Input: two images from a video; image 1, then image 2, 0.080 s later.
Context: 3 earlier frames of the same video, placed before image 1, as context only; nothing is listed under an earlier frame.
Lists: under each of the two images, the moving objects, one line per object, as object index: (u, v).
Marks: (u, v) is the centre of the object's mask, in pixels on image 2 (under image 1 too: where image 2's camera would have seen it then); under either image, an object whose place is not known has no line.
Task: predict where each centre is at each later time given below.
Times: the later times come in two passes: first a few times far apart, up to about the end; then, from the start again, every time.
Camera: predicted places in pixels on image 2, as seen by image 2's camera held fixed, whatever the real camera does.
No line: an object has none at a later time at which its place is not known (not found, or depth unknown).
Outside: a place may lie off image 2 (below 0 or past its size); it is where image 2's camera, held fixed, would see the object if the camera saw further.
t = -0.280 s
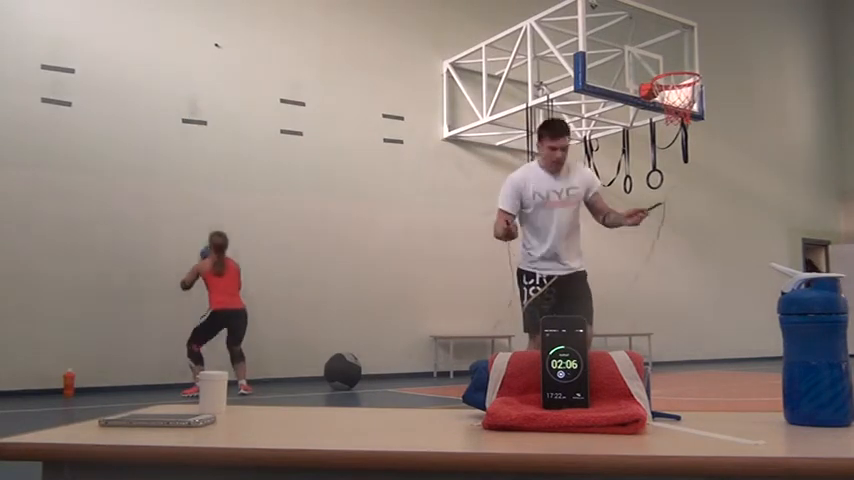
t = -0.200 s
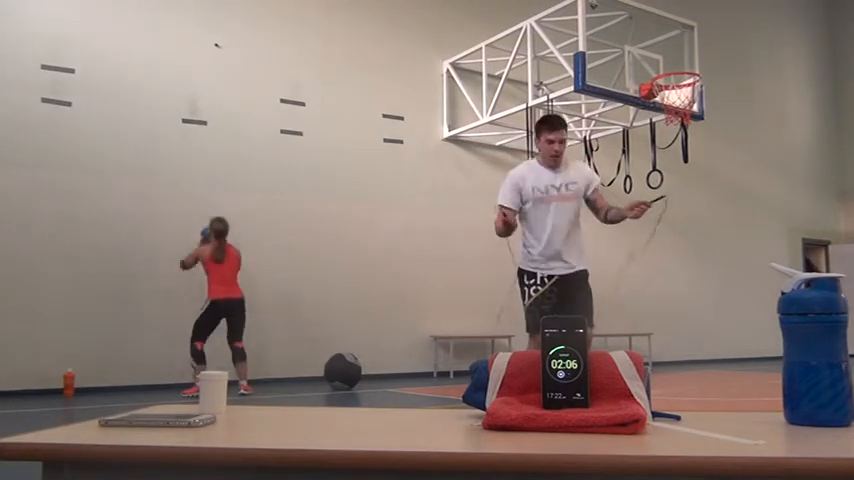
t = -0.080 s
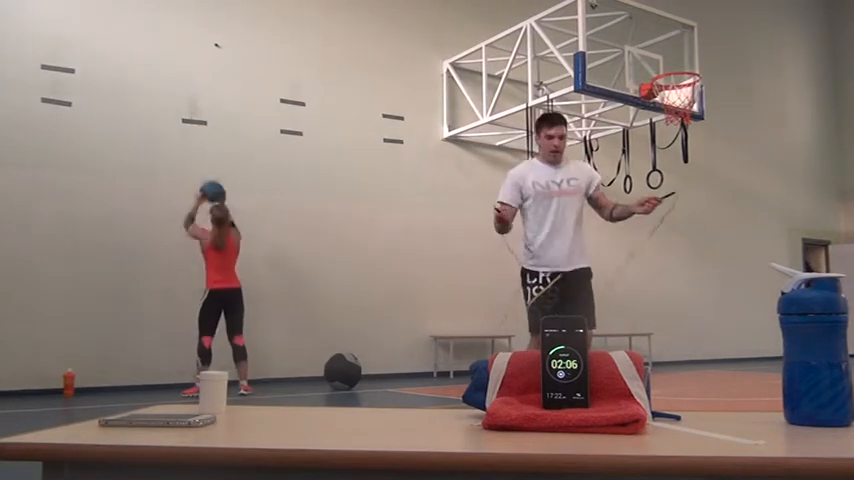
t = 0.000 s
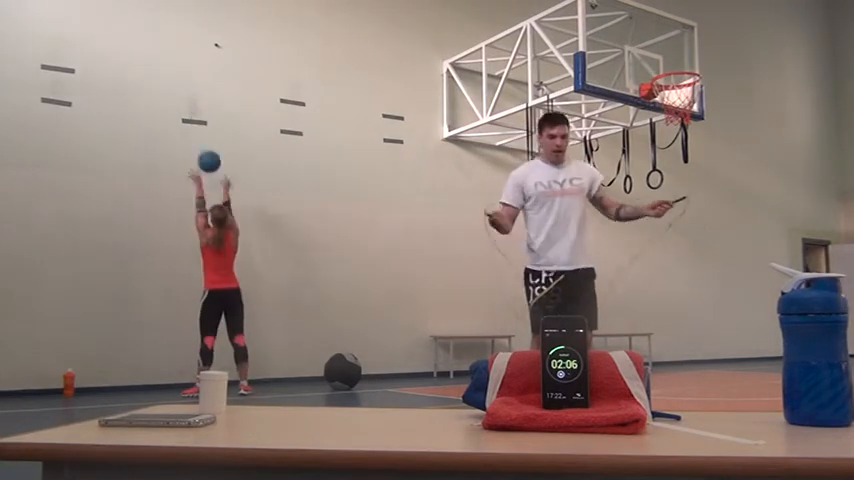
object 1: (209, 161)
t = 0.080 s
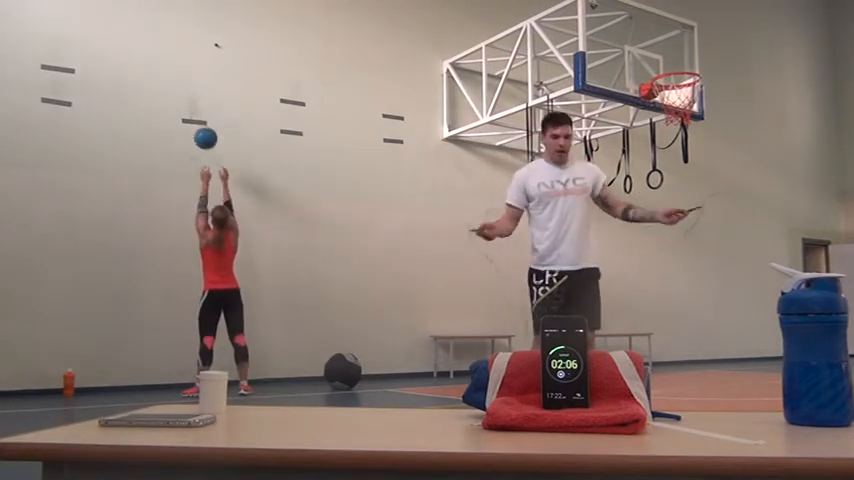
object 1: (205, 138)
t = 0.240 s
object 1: (198, 111)
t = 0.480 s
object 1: (200, 109)
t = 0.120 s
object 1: (203, 129)
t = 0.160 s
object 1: (202, 121)
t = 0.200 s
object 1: (200, 115)
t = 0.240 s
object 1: (198, 111)
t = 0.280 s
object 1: (197, 108)
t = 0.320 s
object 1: (195, 107)
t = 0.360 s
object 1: (196, 106)
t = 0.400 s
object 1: (198, 105)
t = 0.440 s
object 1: (199, 107)
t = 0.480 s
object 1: (200, 109)
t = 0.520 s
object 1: (202, 113)
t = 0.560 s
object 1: (203, 120)
